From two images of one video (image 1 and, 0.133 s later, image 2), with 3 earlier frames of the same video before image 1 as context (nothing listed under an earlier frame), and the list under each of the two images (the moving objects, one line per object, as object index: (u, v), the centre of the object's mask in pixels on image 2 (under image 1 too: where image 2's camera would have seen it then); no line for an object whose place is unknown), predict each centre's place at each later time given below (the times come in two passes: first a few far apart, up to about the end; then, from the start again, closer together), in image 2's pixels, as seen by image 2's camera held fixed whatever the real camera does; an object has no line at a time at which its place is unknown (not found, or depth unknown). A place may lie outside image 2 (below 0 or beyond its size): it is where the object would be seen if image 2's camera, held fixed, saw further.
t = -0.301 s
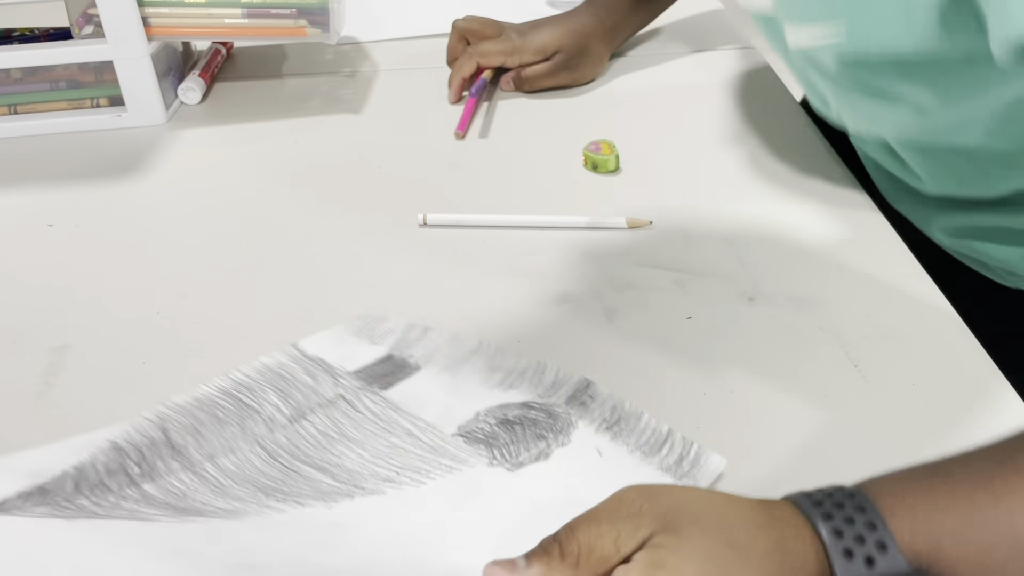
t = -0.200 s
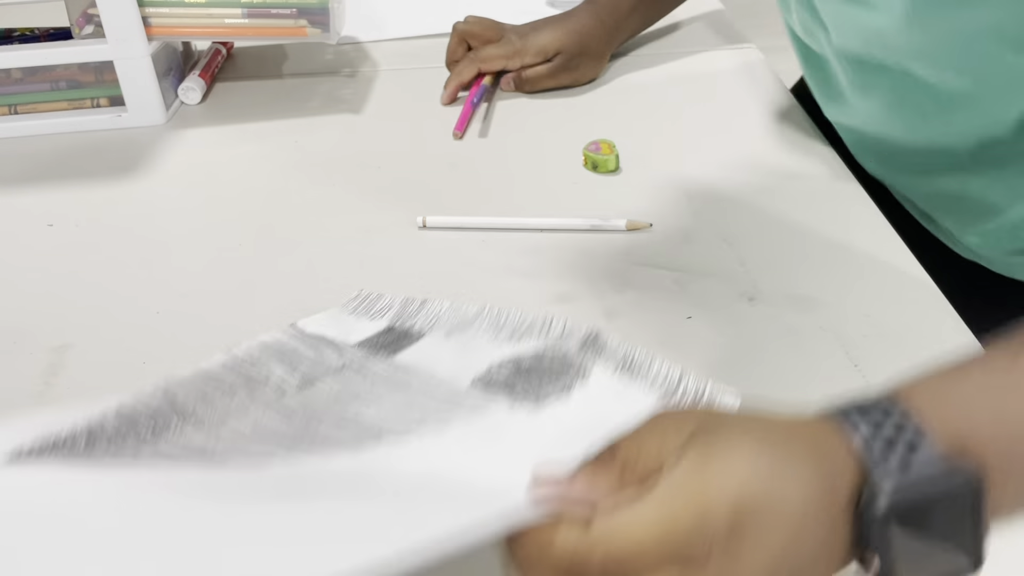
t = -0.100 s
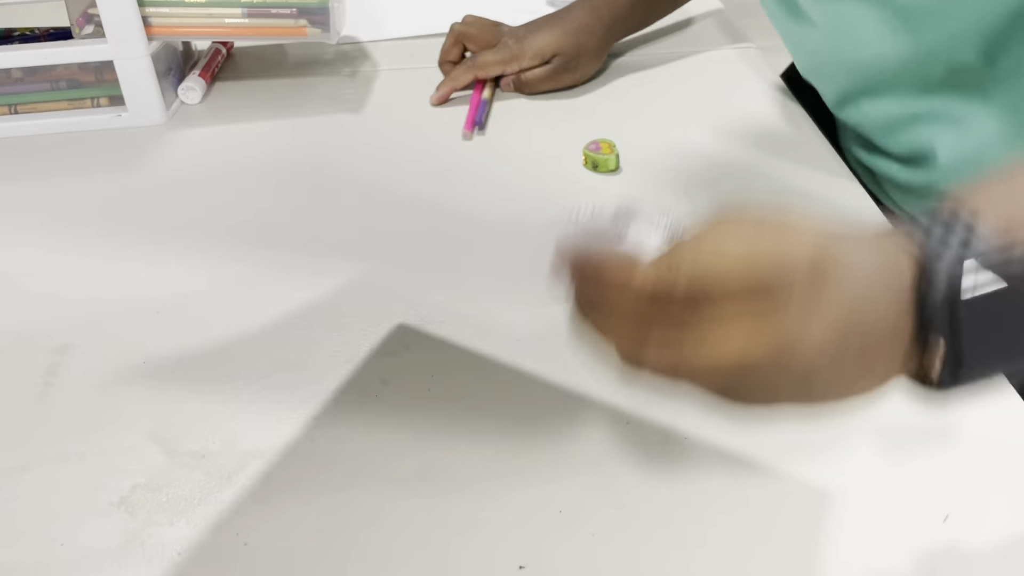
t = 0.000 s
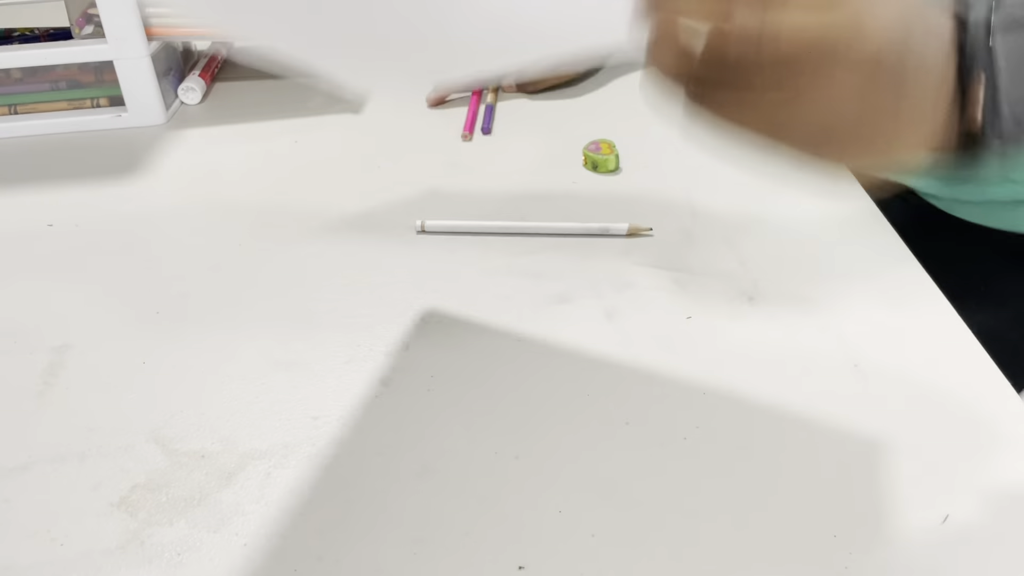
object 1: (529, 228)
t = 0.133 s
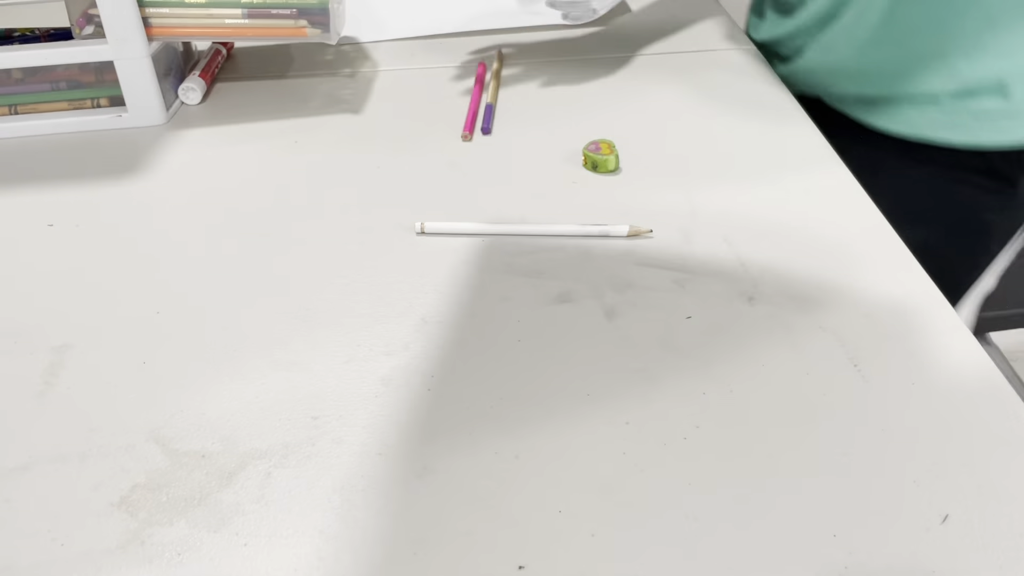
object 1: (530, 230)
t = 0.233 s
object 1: (529, 231)
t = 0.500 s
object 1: (527, 239)
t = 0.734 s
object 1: (525, 249)
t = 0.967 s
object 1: (525, 261)
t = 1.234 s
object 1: (523, 279)
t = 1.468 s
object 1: (520, 300)
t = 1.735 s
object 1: (516, 334)
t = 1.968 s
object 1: (512, 369)
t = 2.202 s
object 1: (508, 396)
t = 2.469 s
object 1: (504, 429)
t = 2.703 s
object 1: (501, 455)
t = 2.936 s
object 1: (497, 477)
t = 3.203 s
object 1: (497, 490)
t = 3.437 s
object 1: (495, 501)
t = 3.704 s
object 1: (495, 499)
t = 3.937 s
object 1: (495, 502)
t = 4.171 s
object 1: (495, 499)
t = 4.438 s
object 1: (495, 499)
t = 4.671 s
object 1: (495, 499)
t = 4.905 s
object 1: (495, 499)
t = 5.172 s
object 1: (495, 500)
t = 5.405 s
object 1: (495, 499)
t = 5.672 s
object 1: (495, 499)
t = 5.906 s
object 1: (495, 499)
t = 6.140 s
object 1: (495, 500)
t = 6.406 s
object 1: (495, 500)
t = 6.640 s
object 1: (495, 500)
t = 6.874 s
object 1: (495, 500)
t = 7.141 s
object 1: (495, 500)
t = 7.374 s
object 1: (495, 499)
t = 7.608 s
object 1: (495, 499)
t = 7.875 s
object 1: (495, 499)
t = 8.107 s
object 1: (495, 500)
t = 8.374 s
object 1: (495, 500)
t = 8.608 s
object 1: (495, 500)
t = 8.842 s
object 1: (494, 502)
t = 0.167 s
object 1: (529, 230)
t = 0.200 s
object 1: (530, 230)
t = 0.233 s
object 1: (529, 231)
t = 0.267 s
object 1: (529, 232)
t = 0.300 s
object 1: (528, 232)
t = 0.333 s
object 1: (528, 233)
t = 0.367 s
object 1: (528, 234)
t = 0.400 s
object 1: (529, 235)
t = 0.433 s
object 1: (528, 237)
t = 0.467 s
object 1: (528, 238)
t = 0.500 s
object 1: (527, 239)
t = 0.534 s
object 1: (527, 241)
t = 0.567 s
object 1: (527, 242)
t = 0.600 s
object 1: (527, 244)
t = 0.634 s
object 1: (528, 245)
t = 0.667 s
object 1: (528, 247)
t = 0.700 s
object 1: (526, 248)
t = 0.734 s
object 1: (525, 249)
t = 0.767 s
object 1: (525, 251)
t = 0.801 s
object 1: (526, 252)
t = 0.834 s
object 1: (526, 253)
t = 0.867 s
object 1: (526, 255)
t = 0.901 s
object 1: (524, 257)
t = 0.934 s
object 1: (524, 259)
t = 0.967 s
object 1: (525, 261)
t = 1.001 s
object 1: (525, 263)
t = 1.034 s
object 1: (523, 265)
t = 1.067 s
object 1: (524, 268)
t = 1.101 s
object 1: (525, 270)
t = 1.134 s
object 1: (523, 272)
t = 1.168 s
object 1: (523, 274)
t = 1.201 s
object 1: (523, 276)
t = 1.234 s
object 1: (523, 279)
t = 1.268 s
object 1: (521, 282)
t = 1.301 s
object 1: (522, 284)
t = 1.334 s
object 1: (522, 287)
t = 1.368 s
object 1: (521, 290)
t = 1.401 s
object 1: (521, 294)
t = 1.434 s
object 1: (520, 297)
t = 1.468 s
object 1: (520, 300)
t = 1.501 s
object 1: (519, 304)
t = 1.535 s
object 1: (519, 308)
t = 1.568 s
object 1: (518, 312)
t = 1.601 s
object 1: (519, 316)
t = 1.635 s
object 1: (518, 320)
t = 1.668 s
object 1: (517, 325)
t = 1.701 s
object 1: (516, 329)
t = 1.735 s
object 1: (516, 334)
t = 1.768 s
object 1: (516, 340)
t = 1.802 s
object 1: (514, 345)
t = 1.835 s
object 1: (515, 350)
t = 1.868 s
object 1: (513, 354)
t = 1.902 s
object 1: (512, 359)
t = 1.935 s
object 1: (512, 364)
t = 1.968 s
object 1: (512, 369)
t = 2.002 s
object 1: (511, 373)
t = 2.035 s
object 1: (510, 377)
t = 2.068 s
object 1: (510, 381)
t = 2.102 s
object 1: (509, 384)
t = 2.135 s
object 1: (509, 388)
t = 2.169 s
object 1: (508, 392)
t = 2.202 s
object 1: (508, 396)
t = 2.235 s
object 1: (508, 401)
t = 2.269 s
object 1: (507, 405)
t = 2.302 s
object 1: (507, 409)
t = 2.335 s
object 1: (507, 413)
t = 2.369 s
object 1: (506, 416)
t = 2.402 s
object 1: (505, 421)
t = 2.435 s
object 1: (504, 424)
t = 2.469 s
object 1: (504, 429)
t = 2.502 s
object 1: (504, 433)
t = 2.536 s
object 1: (503, 438)
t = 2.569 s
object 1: (502, 441)
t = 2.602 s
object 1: (503, 445)
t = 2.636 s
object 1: (503, 448)
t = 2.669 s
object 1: (502, 452)
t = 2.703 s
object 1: (501, 455)
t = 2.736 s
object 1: (500, 459)
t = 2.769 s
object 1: (499, 462)
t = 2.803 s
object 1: (499, 465)
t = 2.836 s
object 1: (500, 469)
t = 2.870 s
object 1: (499, 472)
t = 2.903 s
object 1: (498, 475)
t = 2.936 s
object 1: (497, 477)
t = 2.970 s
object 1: (498, 480)
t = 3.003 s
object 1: (498, 482)
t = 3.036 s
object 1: (498, 483)
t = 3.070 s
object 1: (498, 485)
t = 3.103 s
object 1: (497, 486)
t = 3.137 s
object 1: (498, 487)
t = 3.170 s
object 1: (496, 488)
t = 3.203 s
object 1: (497, 490)
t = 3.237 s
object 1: (496, 491)
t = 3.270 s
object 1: (496, 493)
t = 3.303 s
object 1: (497, 494)
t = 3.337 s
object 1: (496, 496)
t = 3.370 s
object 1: (495, 497)
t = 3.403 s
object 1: (495, 499)
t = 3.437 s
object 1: (495, 501)
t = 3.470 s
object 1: (495, 502)
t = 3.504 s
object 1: (495, 503)
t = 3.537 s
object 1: (495, 503)
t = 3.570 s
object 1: (495, 502)
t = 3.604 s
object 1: (495, 501)
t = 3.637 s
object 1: (495, 500)
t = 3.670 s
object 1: (495, 499)
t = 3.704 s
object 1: (495, 499)
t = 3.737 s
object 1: (495, 499)
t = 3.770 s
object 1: (495, 500)
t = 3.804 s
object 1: (495, 501)
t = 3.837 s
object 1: (495, 501)
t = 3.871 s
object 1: (494, 502)
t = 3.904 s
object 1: (494, 502)
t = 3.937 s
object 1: (495, 502)
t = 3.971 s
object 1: (495, 502)
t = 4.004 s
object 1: (495, 501)
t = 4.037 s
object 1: (495, 501)
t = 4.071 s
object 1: (495, 500)
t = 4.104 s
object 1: (495, 500)
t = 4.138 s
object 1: (495, 500)
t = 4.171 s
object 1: (495, 499)
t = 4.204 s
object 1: (495, 500)
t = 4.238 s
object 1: (495, 500)
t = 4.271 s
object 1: (494, 500)
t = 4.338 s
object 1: (494, 500)
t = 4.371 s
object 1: (495, 499)
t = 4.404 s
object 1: (495, 500)
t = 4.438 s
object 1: (495, 499)
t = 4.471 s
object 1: (494, 500)
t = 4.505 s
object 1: (494, 500)
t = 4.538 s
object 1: (495, 499)
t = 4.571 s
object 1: (495, 499)
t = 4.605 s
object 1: (495, 499)
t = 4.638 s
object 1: (495, 499)
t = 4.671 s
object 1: (495, 499)
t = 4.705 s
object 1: (495, 499)
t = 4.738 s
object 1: (495, 499)
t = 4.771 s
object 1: (495, 499)
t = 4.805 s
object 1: (495, 499)
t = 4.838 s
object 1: (495, 499)
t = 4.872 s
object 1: (495, 499)
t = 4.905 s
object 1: (495, 499)
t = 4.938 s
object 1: (495, 499)
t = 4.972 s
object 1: (495, 499)
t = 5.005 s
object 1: (495, 499)
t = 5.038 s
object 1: (495, 499)
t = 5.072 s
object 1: (495, 499)
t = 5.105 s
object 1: (495, 499)
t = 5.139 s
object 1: (495, 500)
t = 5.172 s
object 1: (495, 500)
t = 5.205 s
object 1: (495, 499)
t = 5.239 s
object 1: (495, 499)
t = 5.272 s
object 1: (495, 499)
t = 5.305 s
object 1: (495, 499)
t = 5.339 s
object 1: (495, 499)
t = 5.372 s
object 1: (495, 499)
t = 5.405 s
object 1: (495, 499)
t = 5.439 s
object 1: (495, 499)
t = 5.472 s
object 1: (495, 499)
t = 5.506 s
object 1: (495, 499)
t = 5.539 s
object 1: (495, 499)
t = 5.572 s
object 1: (495, 499)
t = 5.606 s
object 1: (495, 499)
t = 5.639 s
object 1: (495, 499)
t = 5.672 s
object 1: (495, 499)
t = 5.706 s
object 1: (495, 499)
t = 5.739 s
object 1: (495, 499)
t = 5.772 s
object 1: (495, 499)
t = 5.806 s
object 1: (495, 499)
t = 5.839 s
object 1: (495, 499)
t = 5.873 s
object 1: (495, 499)
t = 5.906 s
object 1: (495, 499)
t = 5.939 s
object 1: (495, 500)
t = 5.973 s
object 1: (495, 499)
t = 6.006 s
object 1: (495, 500)
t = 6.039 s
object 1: (495, 500)
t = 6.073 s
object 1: (495, 499)
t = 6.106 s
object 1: (495, 500)
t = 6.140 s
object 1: (495, 500)
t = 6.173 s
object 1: (495, 499)
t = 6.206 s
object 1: (495, 500)
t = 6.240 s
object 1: (495, 500)
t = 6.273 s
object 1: (495, 499)
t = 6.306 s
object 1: (495, 500)
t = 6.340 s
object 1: (495, 500)
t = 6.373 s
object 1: (495, 499)
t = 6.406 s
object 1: (495, 500)
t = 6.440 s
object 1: (495, 499)
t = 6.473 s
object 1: (495, 499)
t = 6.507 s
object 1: (495, 500)
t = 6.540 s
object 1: (495, 500)
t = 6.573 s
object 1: (495, 499)
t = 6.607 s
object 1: (495, 500)
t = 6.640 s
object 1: (495, 500)
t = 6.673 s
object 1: (495, 500)
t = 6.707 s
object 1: (495, 500)
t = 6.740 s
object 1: (495, 500)
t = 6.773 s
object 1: (495, 500)
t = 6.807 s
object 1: (495, 499)
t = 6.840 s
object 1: (495, 500)
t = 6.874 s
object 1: (495, 500)
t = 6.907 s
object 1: (495, 499)
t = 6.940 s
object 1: (495, 500)
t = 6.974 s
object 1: (495, 499)
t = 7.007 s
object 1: (495, 500)
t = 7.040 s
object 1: (495, 499)
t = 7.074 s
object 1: (495, 499)
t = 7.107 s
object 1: (495, 499)
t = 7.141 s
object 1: (495, 500)
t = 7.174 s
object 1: (495, 499)
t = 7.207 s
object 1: (495, 499)
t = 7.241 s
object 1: (495, 499)
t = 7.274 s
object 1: (495, 499)
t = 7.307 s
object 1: (495, 499)
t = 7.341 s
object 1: (495, 500)
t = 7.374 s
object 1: (495, 499)
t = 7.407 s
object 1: (495, 499)
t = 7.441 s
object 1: (495, 499)
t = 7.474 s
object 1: (495, 499)
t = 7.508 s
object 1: (495, 500)
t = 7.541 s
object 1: (495, 500)
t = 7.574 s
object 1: (495, 499)
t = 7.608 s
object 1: (495, 499)
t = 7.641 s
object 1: (495, 500)
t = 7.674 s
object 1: (495, 499)
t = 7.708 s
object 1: (495, 499)
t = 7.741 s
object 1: (495, 500)
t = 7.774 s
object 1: (495, 500)
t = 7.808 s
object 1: (495, 500)
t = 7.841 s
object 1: (495, 500)
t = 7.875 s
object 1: (495, 499)
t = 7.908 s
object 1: (495, 499)
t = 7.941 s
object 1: (495, 500)
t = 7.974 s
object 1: (495, 499)
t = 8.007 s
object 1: (495, 499)
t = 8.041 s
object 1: (495, 500)
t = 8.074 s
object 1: (495, 500)
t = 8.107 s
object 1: (495, 500)
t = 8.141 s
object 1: (495, 500)
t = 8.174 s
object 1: (495, 499)
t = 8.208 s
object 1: (495, 499)
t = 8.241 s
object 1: (495, 501)
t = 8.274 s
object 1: (495, 502)
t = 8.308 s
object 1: (494, 502)
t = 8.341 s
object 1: (495, 501)
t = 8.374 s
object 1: (495, 500)
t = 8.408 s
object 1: (495, 499)
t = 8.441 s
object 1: (495, 499)
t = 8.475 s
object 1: (495, 500)
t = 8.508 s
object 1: (495, 502)
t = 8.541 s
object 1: (495, 502)
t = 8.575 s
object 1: (496, 501)
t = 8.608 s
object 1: (495, 500)
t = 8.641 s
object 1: (495, 499)
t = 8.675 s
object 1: (495, 499)
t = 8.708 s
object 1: (495, 499)
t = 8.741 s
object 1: (495, 500)
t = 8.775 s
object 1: (495, 501)
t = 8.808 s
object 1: (495, 501)
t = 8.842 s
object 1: (494, 502)
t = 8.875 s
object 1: (495, 502)
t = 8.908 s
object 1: (494, 502)
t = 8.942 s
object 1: (495, 502)
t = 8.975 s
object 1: (494, 502)
